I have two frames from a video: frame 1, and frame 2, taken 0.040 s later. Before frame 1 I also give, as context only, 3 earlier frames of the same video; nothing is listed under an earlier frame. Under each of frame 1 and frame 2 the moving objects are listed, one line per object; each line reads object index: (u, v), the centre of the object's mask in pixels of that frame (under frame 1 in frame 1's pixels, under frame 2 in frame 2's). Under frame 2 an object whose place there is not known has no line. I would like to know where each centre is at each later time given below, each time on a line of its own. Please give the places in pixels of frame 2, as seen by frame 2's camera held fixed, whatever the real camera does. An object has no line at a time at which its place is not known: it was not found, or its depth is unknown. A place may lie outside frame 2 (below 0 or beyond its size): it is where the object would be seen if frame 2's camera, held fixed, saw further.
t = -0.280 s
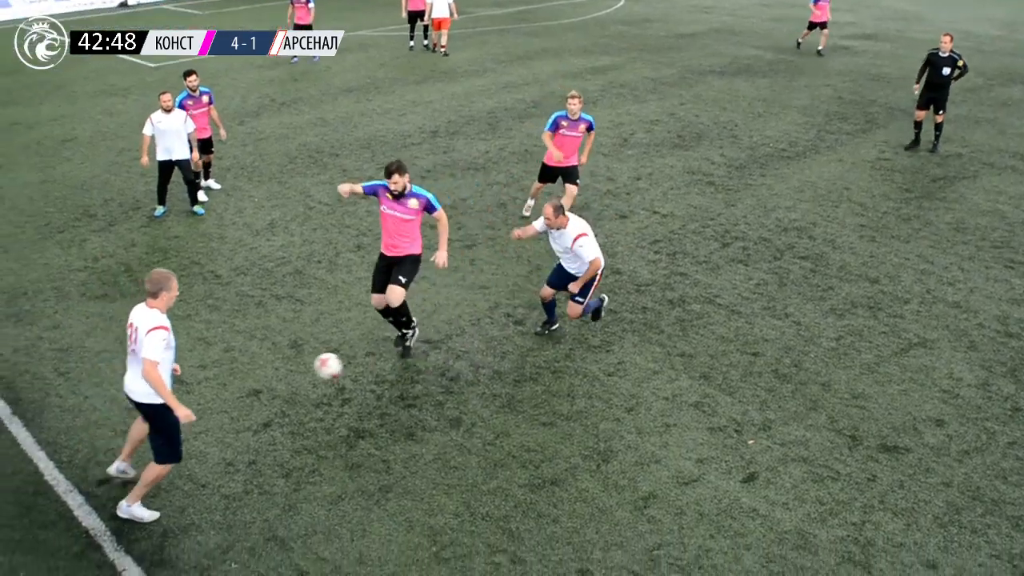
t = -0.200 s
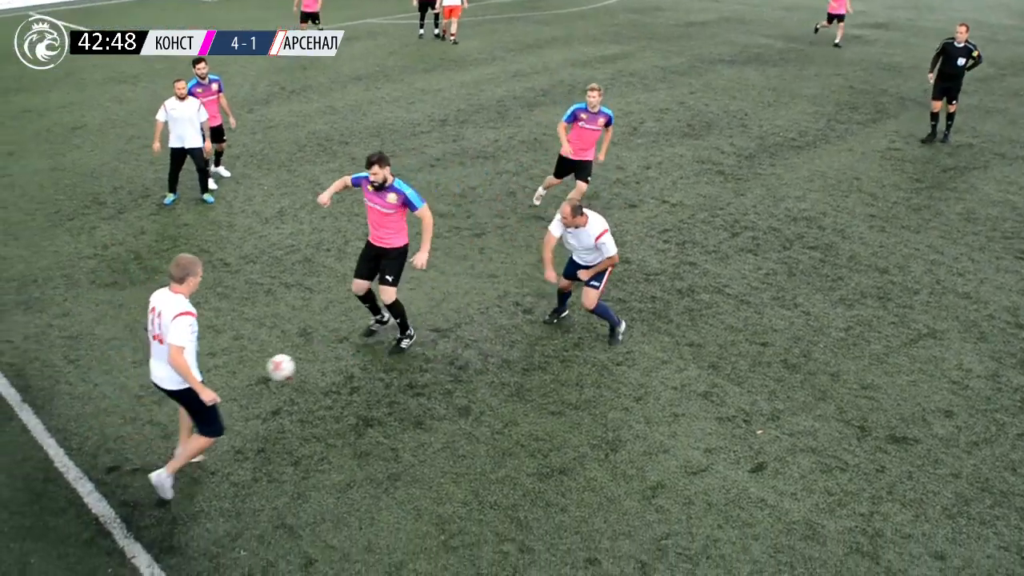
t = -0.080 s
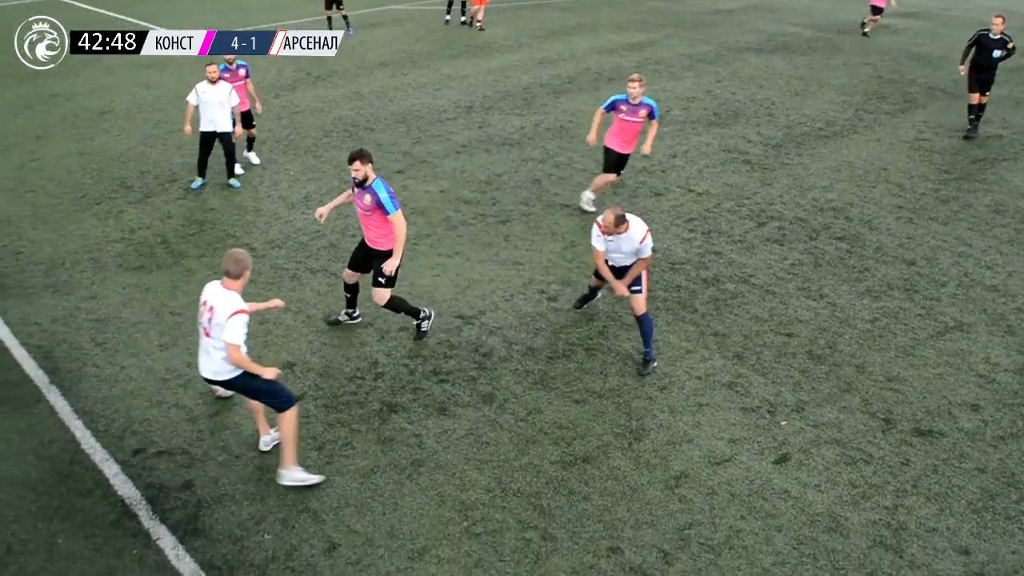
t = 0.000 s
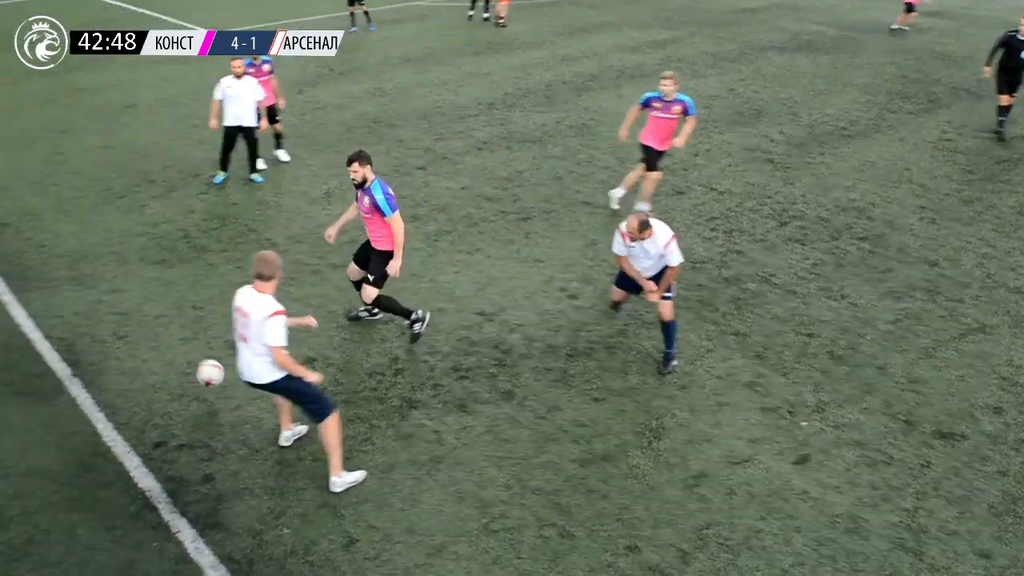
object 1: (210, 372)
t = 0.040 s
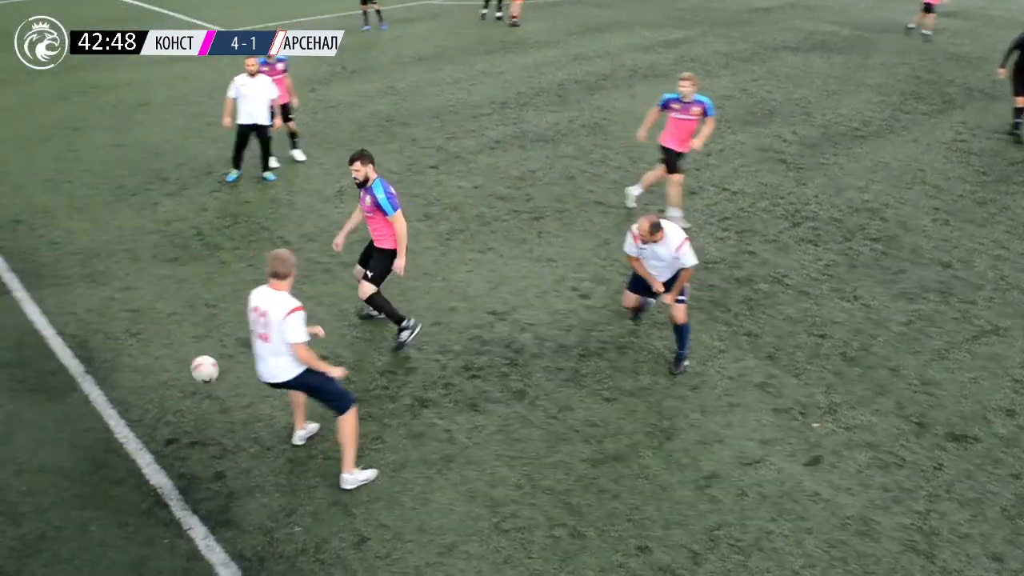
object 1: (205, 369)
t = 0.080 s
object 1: (186, 369)
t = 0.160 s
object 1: (151, 374)
